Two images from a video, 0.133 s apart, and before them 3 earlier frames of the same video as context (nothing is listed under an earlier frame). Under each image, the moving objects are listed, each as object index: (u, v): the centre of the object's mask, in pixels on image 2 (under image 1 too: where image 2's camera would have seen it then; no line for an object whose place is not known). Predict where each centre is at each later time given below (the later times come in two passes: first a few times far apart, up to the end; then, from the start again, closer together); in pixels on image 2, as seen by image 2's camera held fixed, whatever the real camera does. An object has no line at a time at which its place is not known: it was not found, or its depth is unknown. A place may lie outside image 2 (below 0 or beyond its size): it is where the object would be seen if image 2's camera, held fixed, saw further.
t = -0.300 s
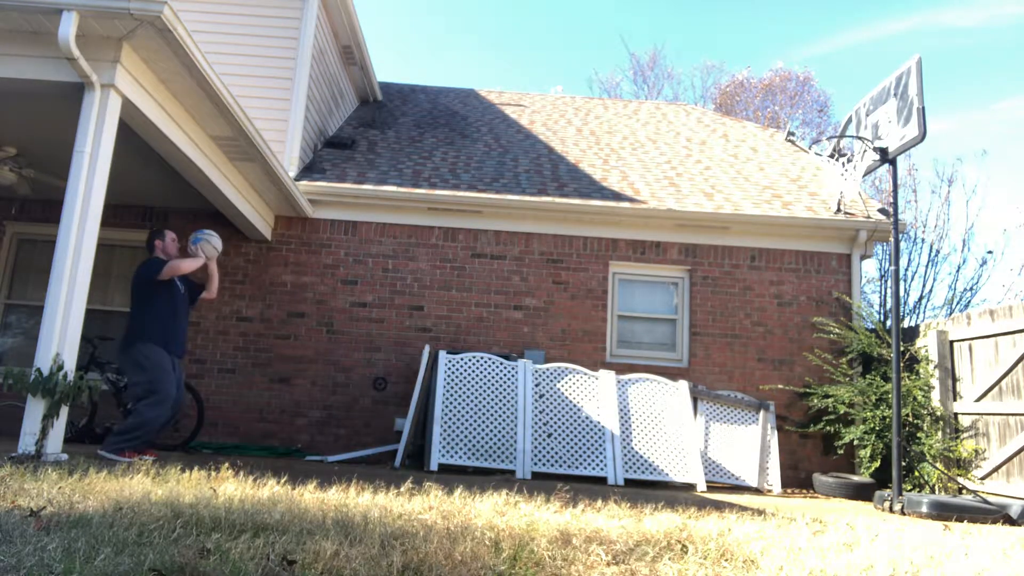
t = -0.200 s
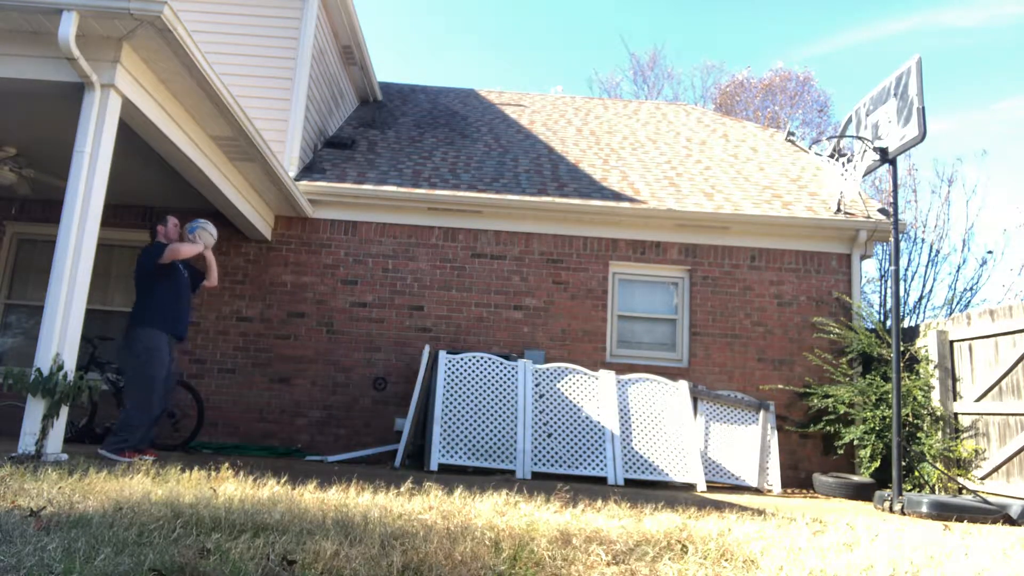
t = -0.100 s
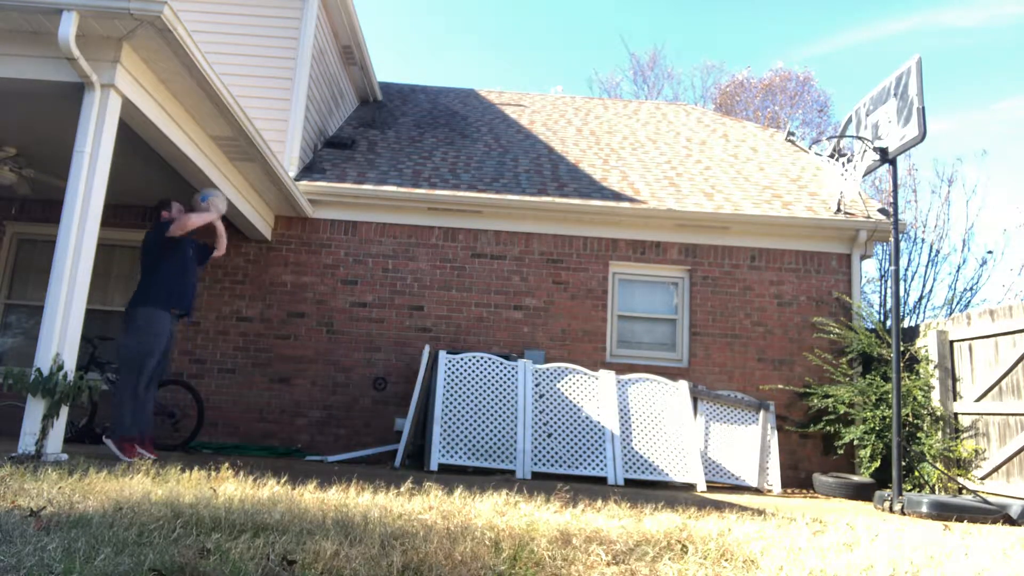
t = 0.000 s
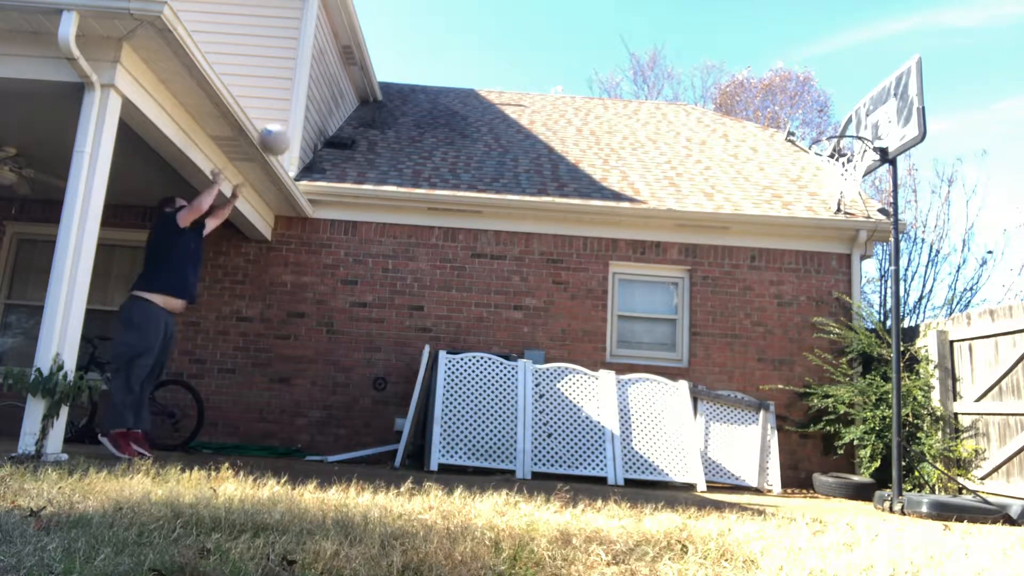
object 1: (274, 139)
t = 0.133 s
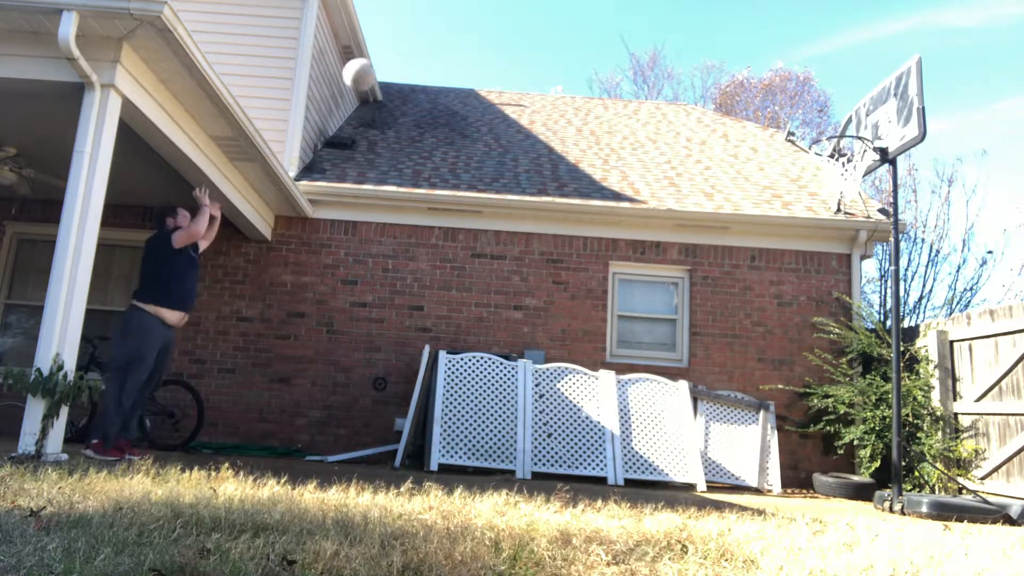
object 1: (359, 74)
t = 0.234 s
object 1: (420, 40)
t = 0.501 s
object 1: (566, 7)
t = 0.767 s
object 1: (703, 37)
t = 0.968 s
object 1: (804, 115)
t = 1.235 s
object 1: (876, 196)
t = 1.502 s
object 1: (875, 319)
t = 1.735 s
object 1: (877, 489)
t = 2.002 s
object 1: (845, 327)
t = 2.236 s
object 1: (819, 262)
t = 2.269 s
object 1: (815, 258)
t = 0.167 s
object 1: (380, 62)
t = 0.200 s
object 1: (399, 50)
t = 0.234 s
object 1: (420, 40)
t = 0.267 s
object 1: (439, 31)
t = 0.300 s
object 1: (458, 23)
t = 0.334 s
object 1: (477, 16)
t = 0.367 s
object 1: (495, 12)
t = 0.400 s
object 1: (513, 10)
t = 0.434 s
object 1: (530, 8)
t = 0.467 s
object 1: (549, 7)
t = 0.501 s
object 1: (566, 7)
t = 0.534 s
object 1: (583, 7)
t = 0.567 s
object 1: (601, 8)
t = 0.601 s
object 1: (618, 10)
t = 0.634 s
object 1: (635, 12)
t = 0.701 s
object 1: (669, 21)
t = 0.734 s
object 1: (686, 28)
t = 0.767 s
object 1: (703, 37)
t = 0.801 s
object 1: (720, 48)
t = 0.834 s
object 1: (737, 58)
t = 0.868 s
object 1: (754, 71)
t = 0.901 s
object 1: (771, 84)
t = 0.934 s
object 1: (788, 99)
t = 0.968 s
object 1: (804, 115)
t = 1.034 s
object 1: (835, 149)
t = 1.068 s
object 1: (861, 167)
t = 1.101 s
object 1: (864, 175)
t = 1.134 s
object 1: (868, 178)
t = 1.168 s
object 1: (873, 181)
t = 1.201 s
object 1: (877, 187)
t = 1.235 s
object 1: (876, 196)
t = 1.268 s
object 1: (877, 206)
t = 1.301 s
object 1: (876, 217)
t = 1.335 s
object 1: (876, 230)
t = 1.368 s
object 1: (875, 245)
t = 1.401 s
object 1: (875, 261)
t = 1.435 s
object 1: (875, 278)
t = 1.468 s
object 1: (875, 297)
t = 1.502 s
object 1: (875, 319)
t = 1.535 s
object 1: (876, 342)
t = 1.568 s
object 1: (876, 366)
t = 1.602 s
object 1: (876, 392)
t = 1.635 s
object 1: (878, 423)
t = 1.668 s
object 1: (879, 453)
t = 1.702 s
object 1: (879, 487)
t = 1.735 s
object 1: (877, 489)
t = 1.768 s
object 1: (874, 464)
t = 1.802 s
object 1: (869, 440)
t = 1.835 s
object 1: (865, 417)
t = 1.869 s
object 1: (861, 396)
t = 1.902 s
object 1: (856, 376)
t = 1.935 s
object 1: (853, 359)
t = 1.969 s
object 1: (849, 342)
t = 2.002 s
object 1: (845, 327)
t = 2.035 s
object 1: (842, 314)
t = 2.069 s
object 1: (837, 302)
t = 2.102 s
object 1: (834, 291)
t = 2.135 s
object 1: (830, 282)
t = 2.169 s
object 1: (827, 274)
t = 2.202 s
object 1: (823, 267)
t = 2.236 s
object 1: (819, 262)
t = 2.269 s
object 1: (815, 258)
